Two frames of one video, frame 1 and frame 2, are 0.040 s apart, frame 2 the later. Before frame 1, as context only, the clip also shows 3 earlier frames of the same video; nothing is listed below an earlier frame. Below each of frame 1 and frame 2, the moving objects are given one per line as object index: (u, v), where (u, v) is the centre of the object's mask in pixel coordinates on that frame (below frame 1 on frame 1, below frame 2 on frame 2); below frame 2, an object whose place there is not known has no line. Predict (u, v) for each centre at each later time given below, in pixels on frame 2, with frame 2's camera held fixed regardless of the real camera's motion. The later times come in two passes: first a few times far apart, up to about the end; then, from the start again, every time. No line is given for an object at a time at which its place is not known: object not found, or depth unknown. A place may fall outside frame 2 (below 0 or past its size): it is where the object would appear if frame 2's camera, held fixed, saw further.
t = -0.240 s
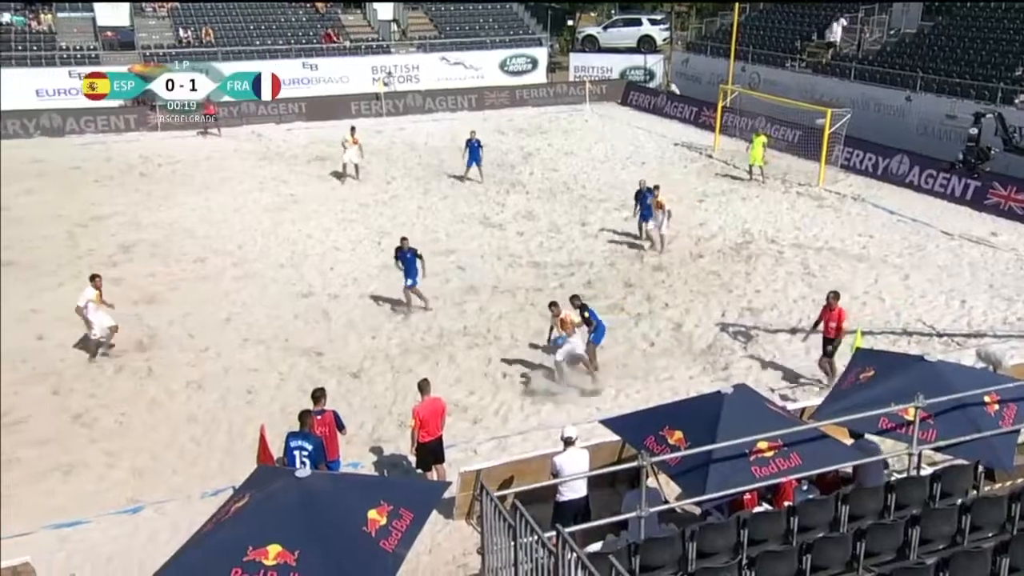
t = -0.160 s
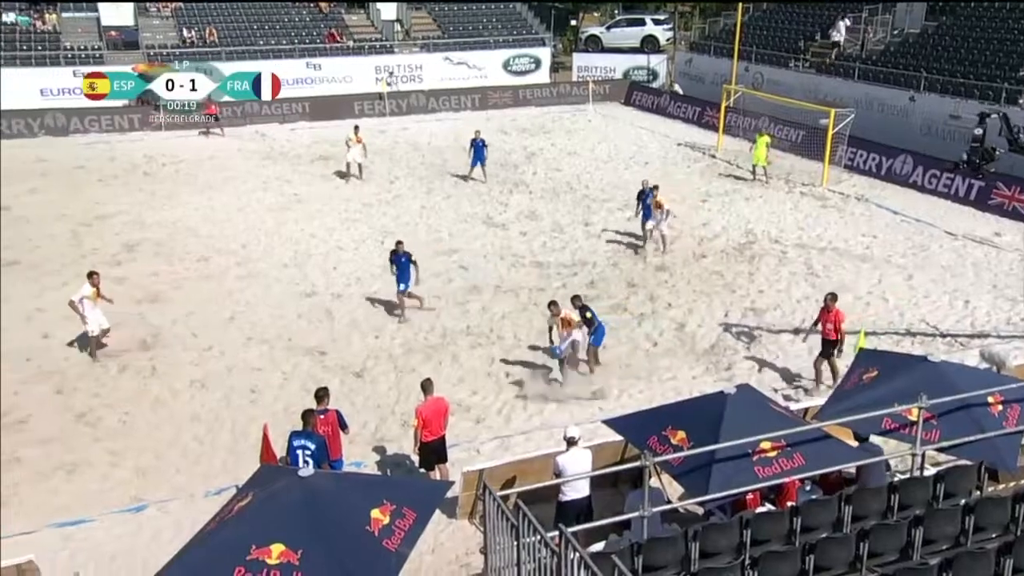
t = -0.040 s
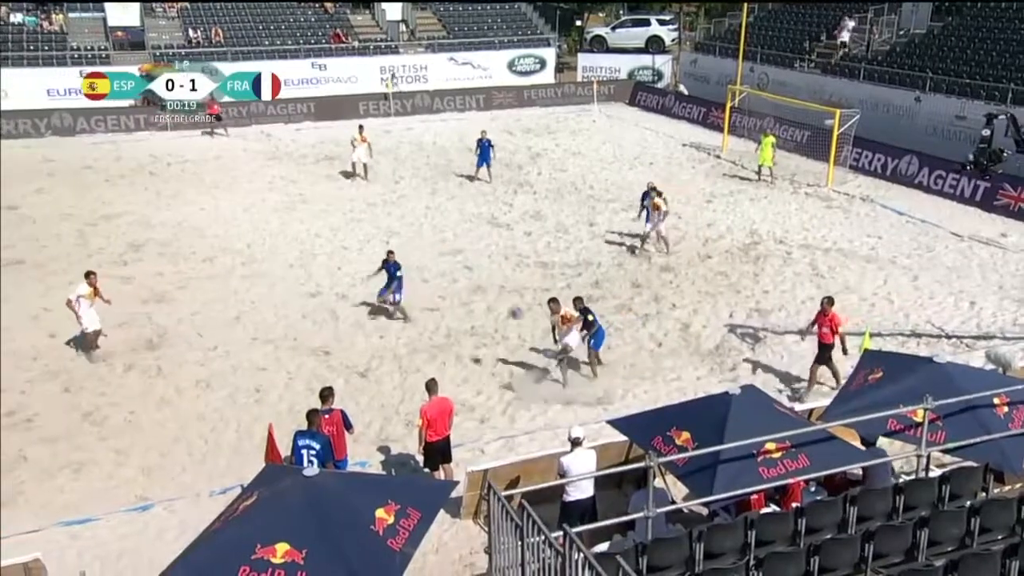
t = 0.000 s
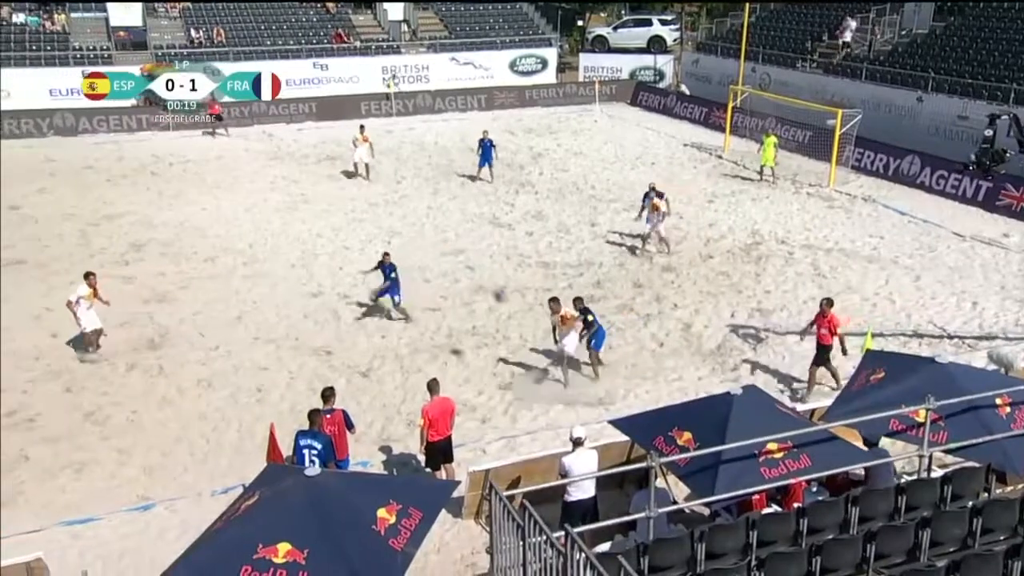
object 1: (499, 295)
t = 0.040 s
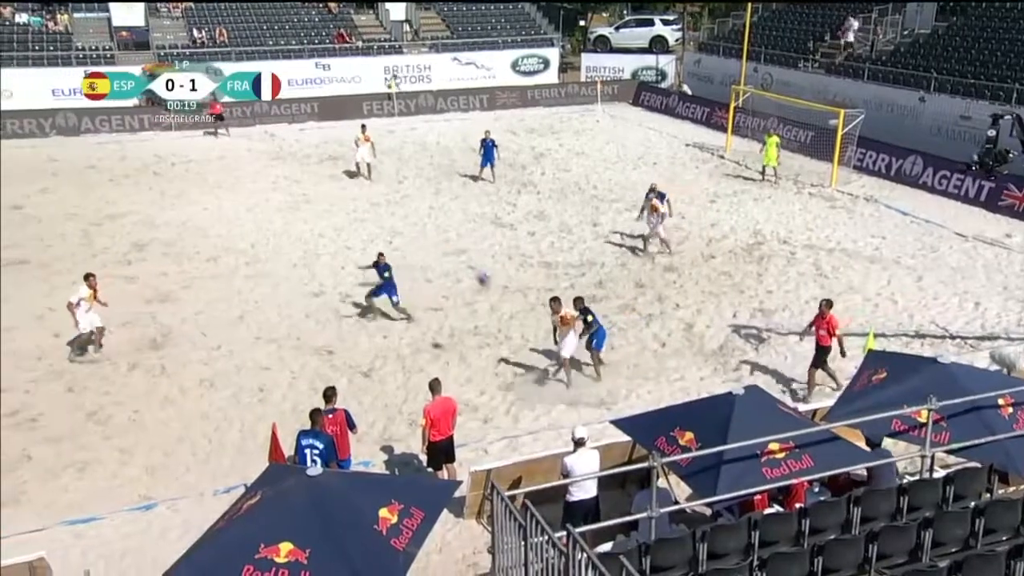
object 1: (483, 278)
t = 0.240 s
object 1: (401, 217)
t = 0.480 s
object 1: (316, 178)
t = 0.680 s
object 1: (257, 171)
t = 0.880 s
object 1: (209, 182)
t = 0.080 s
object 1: (465, 263)
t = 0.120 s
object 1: (449, 250)
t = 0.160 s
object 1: (432, 238)
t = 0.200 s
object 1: (417, 226)
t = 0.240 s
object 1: (401, 217)
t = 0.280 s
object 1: (386, 208)
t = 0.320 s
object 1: (371, 200)
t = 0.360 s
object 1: (357, 193)
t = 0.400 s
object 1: (343, 187)
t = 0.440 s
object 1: (329, 182)
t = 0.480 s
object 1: (316, 178)
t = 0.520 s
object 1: (304, 175)
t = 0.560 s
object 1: (291, 173)
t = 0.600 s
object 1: (279, 171)
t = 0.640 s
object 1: (268, 171)
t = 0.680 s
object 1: (257, 171)
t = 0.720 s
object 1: (246, 171)
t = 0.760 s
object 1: (236, 173)
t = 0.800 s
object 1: (227, 175)
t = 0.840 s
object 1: (218, 178)
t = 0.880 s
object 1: (209, 182)
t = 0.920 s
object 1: (201, 186)
